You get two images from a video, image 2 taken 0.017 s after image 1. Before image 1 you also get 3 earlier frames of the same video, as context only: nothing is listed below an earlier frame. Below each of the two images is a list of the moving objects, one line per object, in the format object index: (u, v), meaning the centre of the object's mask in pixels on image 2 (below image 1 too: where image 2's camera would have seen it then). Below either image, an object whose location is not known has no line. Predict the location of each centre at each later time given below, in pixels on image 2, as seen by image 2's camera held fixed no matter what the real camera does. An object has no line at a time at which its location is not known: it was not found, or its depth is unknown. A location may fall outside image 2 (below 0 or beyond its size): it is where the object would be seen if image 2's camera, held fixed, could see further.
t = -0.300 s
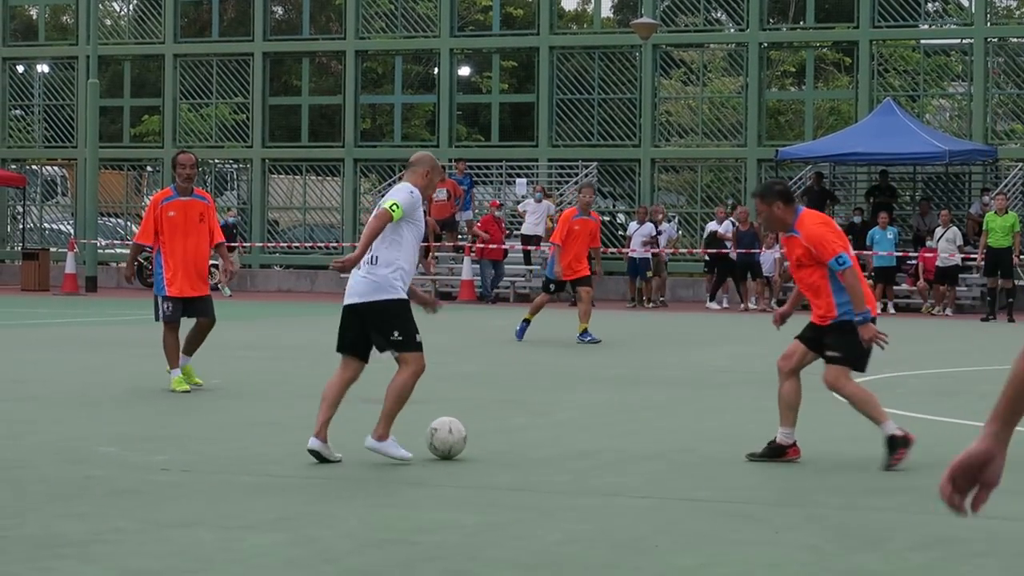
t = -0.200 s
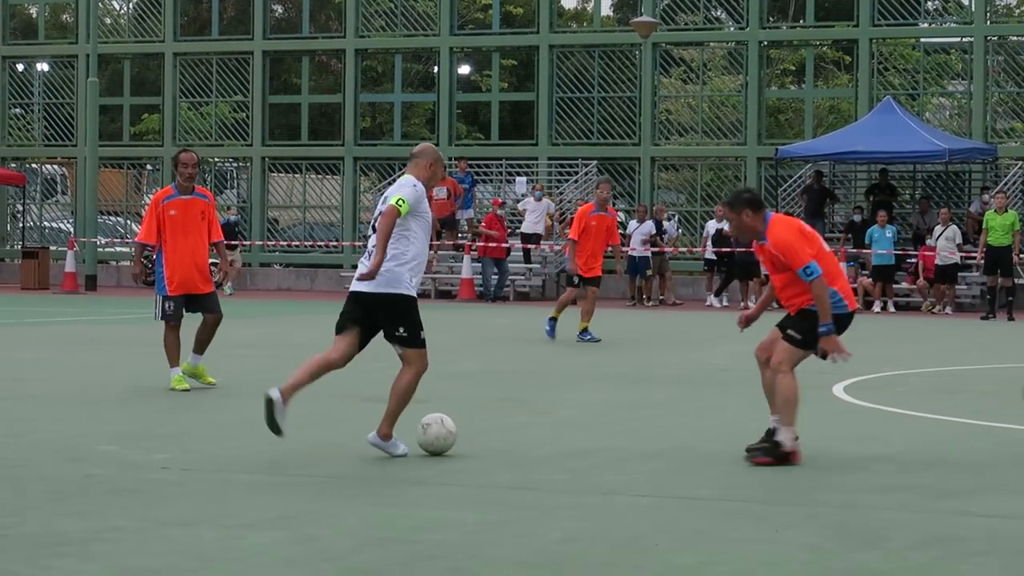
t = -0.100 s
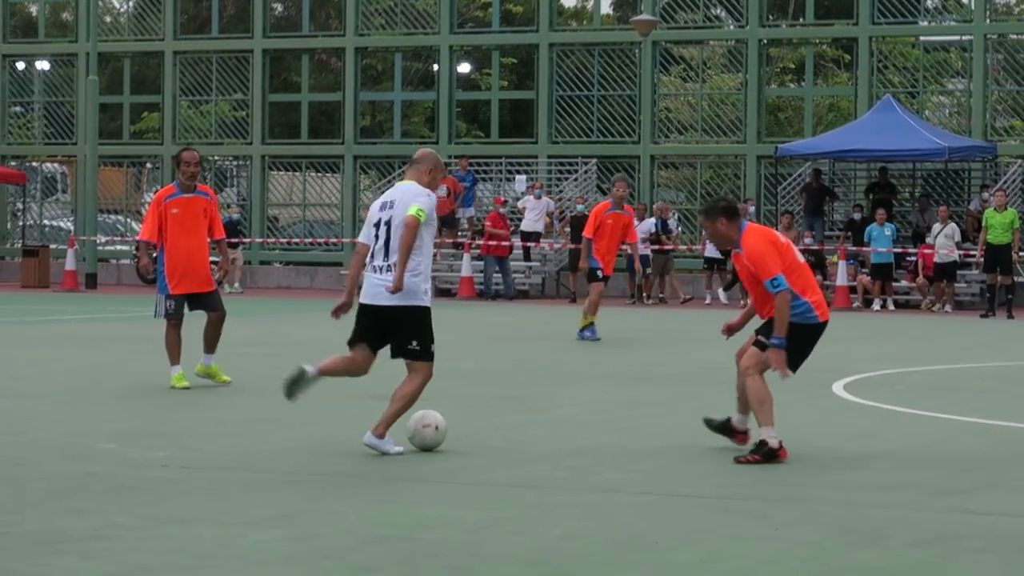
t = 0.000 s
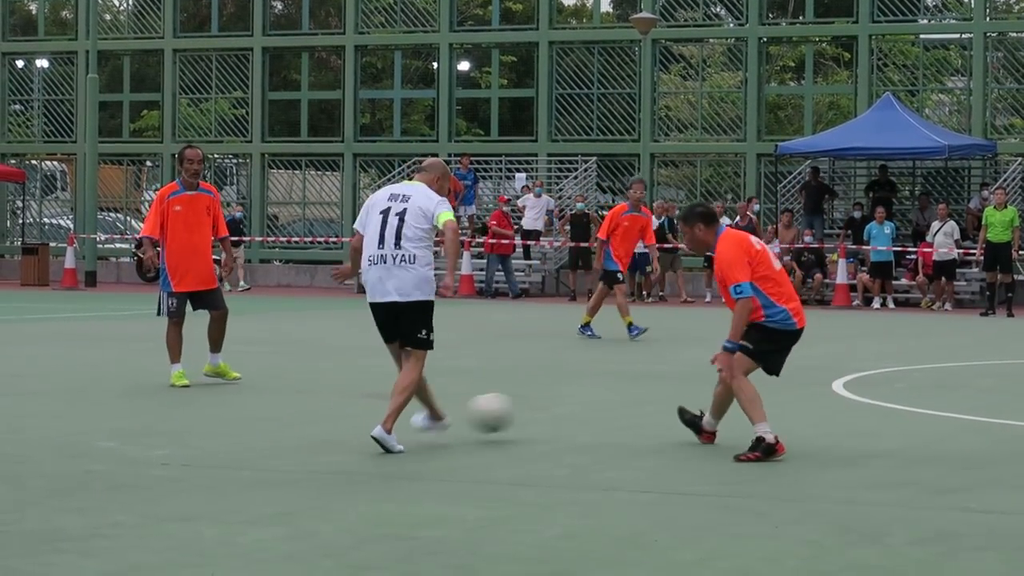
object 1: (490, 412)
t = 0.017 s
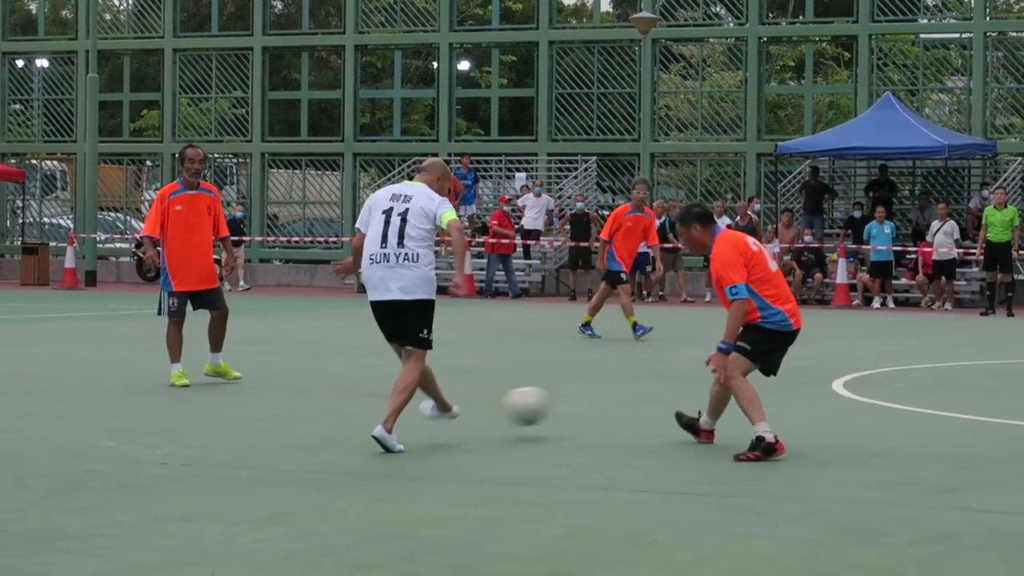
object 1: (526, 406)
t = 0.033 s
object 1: (561, 400)
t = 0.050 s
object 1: (595, 394)
